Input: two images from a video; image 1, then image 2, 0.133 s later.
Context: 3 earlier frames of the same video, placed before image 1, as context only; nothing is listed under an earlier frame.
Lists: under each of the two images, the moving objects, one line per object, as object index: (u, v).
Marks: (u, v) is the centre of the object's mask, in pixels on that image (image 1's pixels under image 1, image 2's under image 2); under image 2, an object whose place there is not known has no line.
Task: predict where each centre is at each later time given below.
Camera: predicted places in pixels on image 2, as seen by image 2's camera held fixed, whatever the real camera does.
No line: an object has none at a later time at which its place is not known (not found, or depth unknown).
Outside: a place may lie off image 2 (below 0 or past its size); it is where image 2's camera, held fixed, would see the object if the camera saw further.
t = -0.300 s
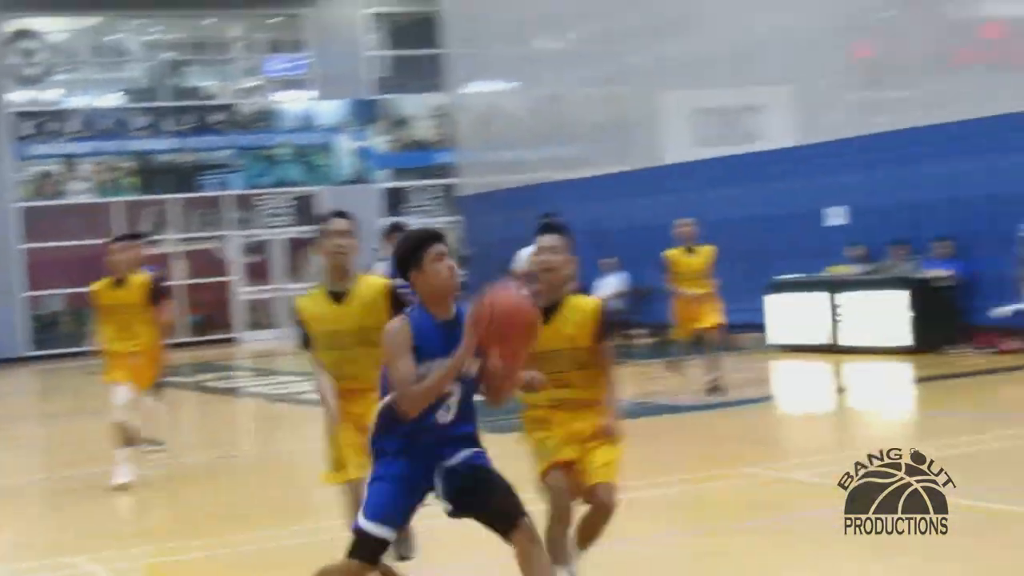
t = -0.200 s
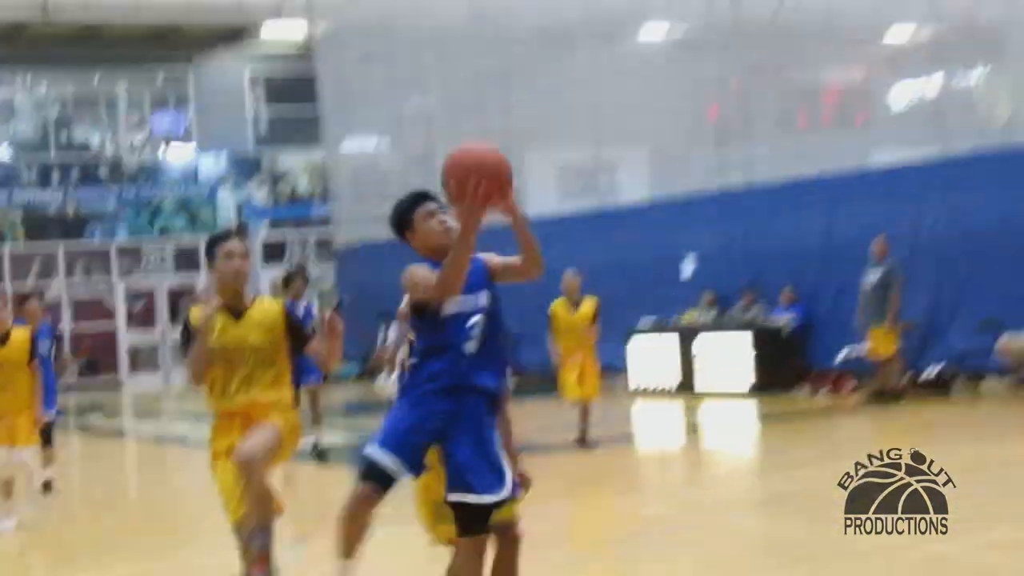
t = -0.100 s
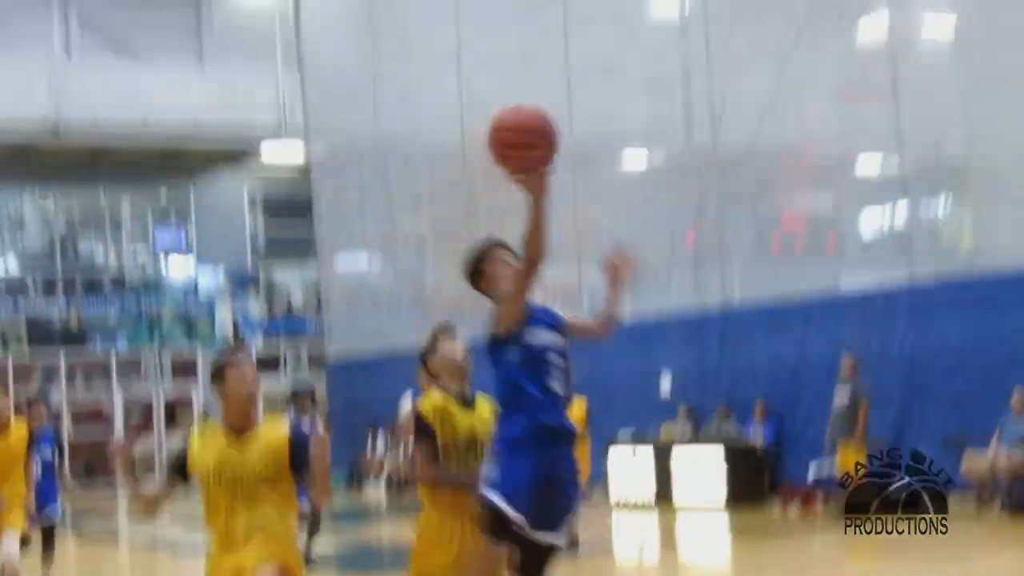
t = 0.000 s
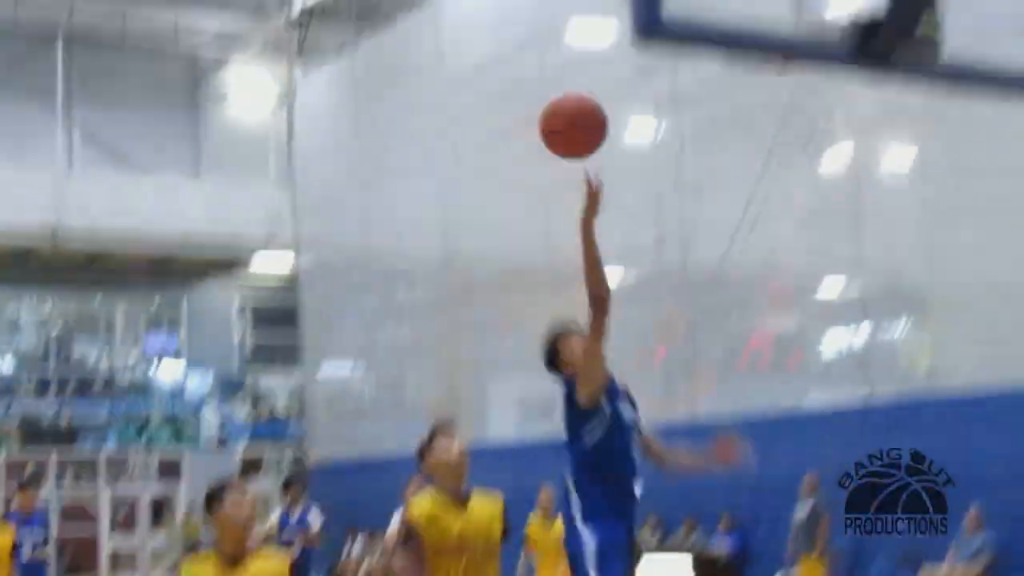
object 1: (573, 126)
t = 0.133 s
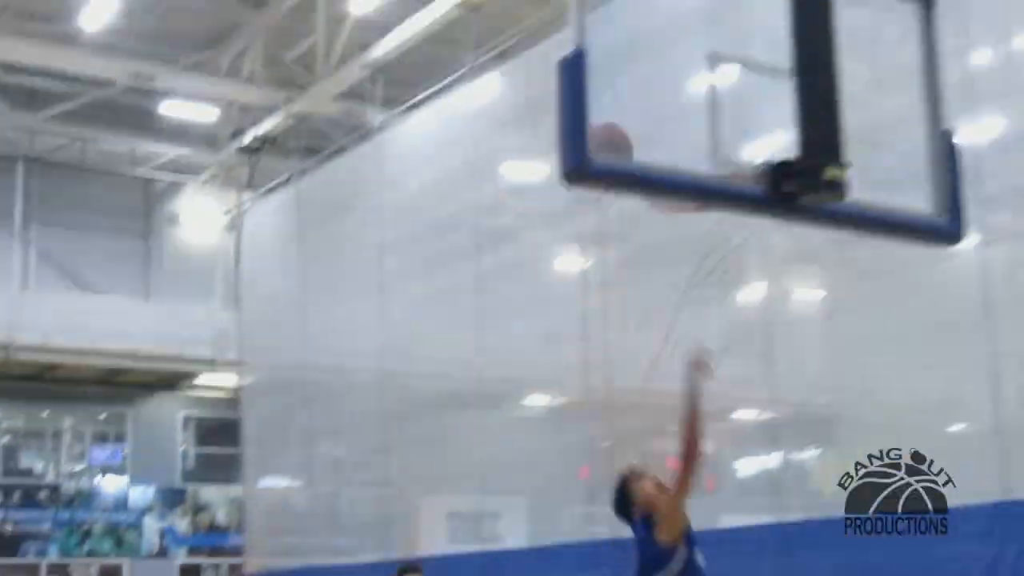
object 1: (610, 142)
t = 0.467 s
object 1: (701, 217)
